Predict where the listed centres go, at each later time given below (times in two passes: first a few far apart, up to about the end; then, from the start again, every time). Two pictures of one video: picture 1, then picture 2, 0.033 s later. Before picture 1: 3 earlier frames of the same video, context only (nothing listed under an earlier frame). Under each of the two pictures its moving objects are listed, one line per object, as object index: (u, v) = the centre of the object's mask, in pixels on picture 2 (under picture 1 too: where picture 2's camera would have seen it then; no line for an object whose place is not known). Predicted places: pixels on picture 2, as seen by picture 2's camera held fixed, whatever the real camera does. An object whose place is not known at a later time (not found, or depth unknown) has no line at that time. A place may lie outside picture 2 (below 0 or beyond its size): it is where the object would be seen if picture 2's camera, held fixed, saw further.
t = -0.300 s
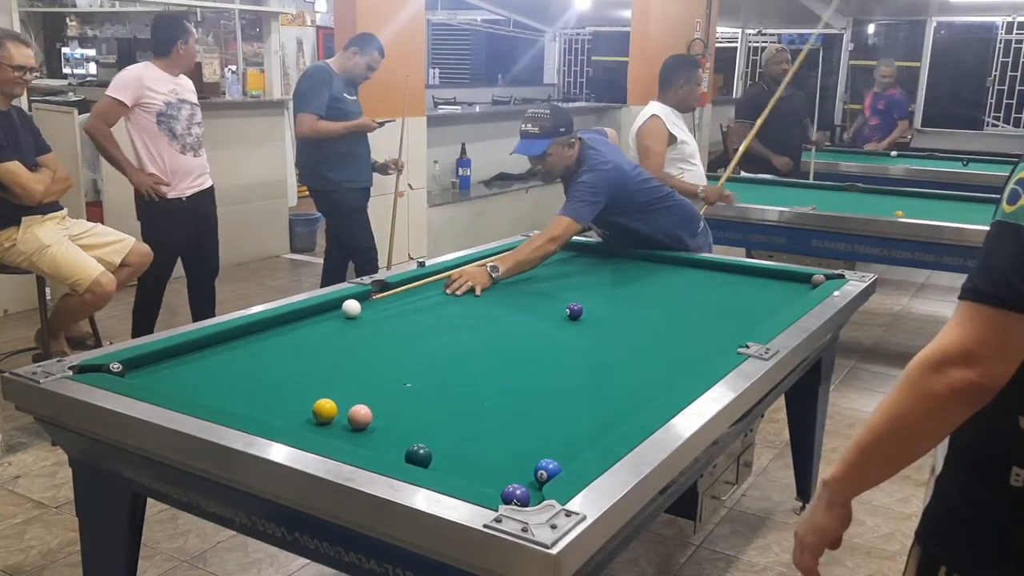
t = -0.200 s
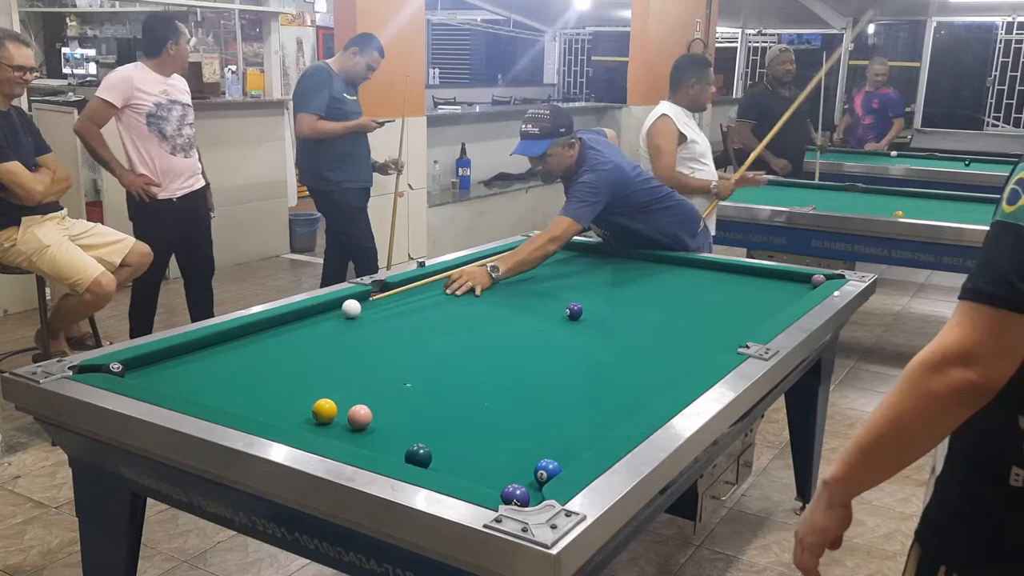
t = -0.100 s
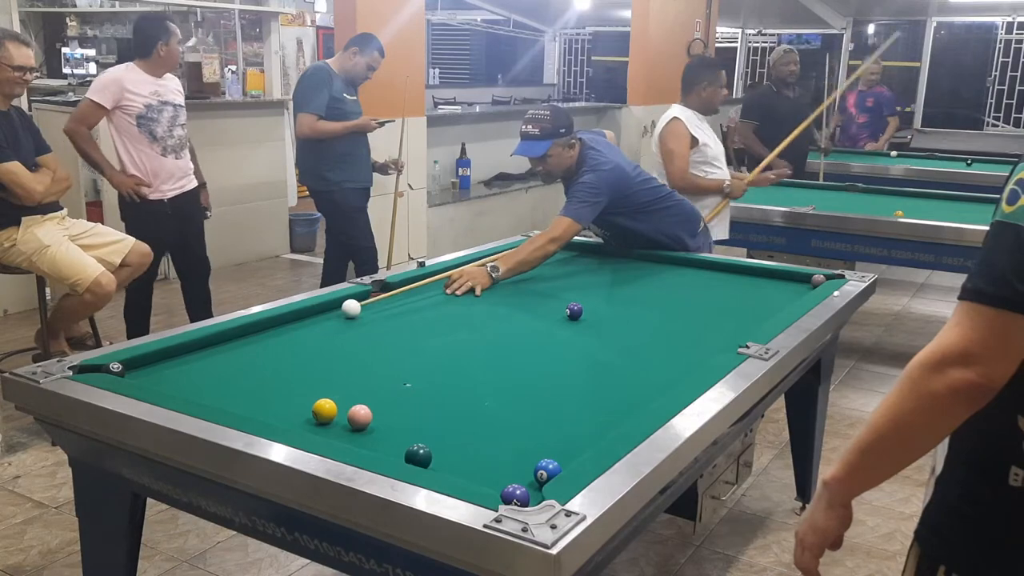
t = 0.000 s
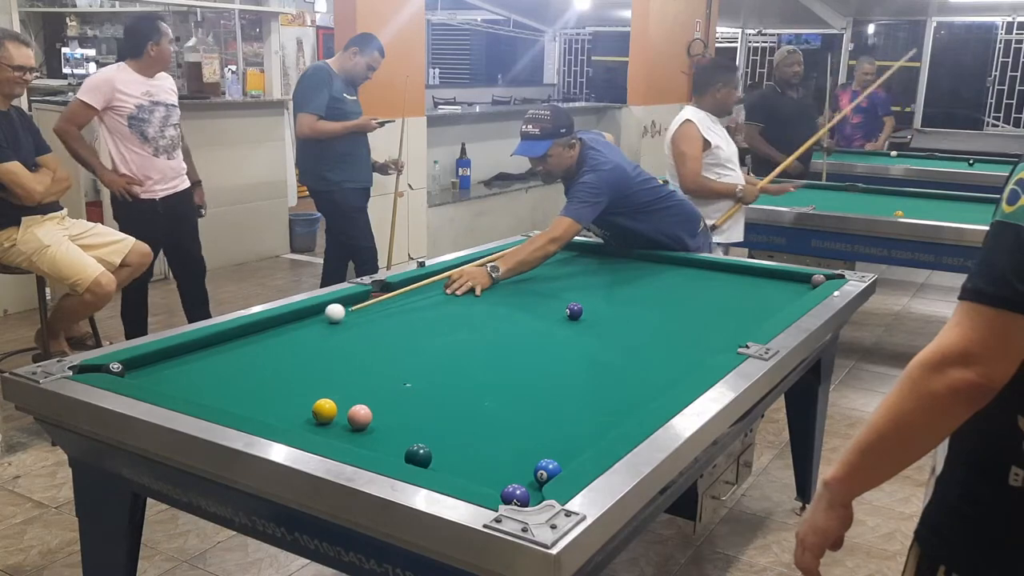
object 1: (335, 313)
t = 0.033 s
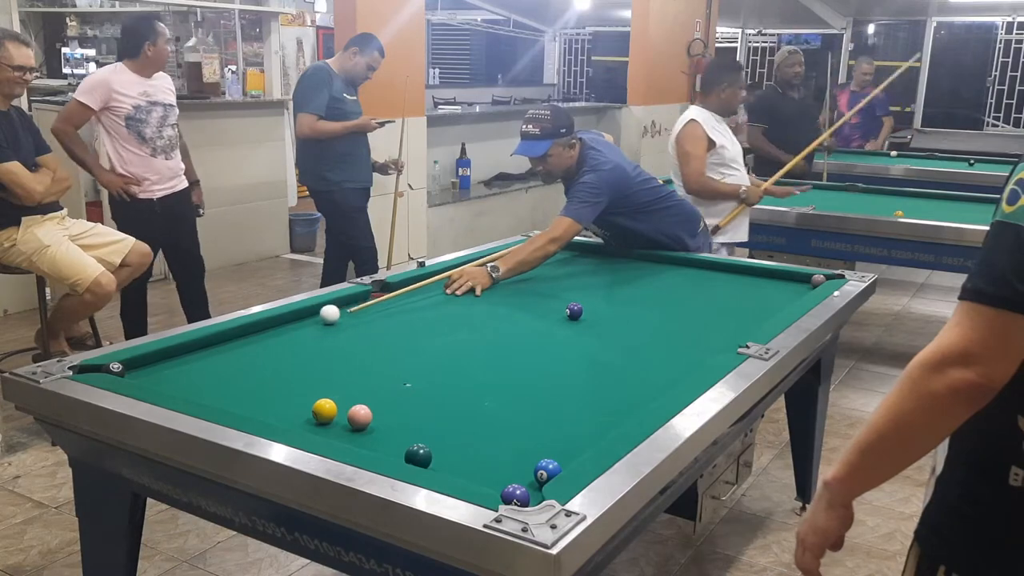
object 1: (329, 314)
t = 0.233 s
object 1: (298, 323)
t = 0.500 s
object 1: (255, 335)
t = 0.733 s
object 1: (215, 345)
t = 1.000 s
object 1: (168, 358)
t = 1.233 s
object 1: (134, 368)
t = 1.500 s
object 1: (126, 369)
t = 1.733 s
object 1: (121, 371)
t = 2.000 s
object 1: (118, 371)
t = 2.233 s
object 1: (119, 371)
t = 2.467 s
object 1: (119, 371)
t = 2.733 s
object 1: (119, 371)
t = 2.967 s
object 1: (119, 371)
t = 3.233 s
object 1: (119, 371)
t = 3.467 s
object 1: (119, 371)
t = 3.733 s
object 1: (119, 371)
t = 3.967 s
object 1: (119, 371)
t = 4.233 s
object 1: (118, 371)
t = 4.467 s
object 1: (119, 371)
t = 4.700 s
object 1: (119, 371)
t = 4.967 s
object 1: (118, 371)
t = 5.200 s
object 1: (118, 371)
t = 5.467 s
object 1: (118, 371)
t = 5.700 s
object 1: (119, 370)
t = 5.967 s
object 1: (119, 371)
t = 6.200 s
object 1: (119, 371)
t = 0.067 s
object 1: (324, 316)
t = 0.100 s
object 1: (319, 317)
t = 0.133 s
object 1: (314, 319)
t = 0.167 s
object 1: (309, 320)
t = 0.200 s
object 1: (303, 321)
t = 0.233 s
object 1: (298, 323)
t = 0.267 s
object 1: (293, 324)
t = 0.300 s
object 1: (287, 326)
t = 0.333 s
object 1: (282, 327)
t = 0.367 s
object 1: (277, 329)
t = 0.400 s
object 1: (271, 330)
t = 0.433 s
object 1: (266, 332)
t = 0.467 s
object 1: (260, 333)
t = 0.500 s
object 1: (255, 335)
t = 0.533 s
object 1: (249, 336)
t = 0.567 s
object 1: (243, 338)
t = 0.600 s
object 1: (238, 339)
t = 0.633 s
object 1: (232, 341)
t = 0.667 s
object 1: (226, 342)
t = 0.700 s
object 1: (221, 344)
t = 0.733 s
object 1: (215, 345)
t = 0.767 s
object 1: (209, 347)
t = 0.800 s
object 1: (203, 348)
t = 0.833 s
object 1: (197, 350)
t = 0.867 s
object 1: (191, 352)
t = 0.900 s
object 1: (185, 354)
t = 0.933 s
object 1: (180, 355)
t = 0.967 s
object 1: (174, 357)
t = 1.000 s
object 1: (168, 358)
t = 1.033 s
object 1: (162, 360)
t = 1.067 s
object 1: (156, 362)
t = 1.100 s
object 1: (150, 363)
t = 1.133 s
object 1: (144, 365)
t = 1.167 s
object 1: (138, 366)
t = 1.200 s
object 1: (136, 367)
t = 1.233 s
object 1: (134, 368)
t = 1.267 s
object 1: (133, 368)
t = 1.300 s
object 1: (132, 368)
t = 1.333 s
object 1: (131, 368)
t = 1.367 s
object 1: (130, 369)
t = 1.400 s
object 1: (129, 369)
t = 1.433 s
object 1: (128, 369)
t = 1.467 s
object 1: (127, 369)
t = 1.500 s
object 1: (126, 369)
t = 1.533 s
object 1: (125, 370)
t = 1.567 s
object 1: (125, 370)
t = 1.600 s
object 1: (124, 370)
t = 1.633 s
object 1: (123, 370)
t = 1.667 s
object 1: (122, 371)
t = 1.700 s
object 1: (122, 370)
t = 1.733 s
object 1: (121, 371)
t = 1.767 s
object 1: (120, 371)
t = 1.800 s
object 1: (120, 371)
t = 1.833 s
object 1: (119, 371)
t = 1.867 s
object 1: (119, 371)
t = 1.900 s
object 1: (118, 371)
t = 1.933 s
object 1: (118, 371)
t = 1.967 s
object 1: (118, 371)
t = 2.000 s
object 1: (118, 371)
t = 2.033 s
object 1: (118, 371)
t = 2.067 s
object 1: (118, 371)
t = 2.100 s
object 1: (119, 371)
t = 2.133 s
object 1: (119, 371)
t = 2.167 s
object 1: (119, 371)
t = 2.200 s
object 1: (119, 371)
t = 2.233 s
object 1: (119, 371)
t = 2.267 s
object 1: (119, 371)
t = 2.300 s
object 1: (119, 370)
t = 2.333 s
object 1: (119, 371)
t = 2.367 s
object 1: (119, 371)
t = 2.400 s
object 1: (119, 371)
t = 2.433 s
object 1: (119, 371)
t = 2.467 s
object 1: (119, 371)
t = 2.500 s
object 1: (119, 371)
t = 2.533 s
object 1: (119, 371)
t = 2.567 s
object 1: (119, 371)
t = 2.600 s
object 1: (119, 371)
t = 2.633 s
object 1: (119, 371)
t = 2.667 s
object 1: (119, 371)
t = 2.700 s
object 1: (119, 371)
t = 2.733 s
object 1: (119, 371)
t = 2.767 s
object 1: (119, 371)
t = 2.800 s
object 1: (119, 371)
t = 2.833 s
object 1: (119, 371)
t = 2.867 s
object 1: (119, 371)
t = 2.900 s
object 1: (119, 371)
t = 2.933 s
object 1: (119, 371)
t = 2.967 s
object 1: (119, 371)
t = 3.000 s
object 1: (119, 371)
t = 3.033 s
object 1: (119, 371)
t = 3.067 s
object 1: (119, 371)
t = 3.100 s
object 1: (119, 371)
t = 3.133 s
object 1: (119, 371)
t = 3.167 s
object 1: (119, 371)
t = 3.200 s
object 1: (119, 371)
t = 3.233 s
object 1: (119, 371)
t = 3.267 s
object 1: (119, 371)
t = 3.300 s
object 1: (119, 371)
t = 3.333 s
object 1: (119, 371)
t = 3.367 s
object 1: (119, 371)
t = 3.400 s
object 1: (119, 371)
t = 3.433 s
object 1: (119, 371)
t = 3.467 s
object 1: (119, 371)
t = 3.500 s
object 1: (119, 371)
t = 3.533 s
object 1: (119, 371)
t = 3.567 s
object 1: (119, 371)
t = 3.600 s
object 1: (119, 371)
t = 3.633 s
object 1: (119, 371)
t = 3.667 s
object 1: (119, 371)
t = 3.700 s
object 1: (119, 371)
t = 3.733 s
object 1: (119, 371)
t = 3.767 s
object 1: (119, 371)
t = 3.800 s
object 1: (119, 371)
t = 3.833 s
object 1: (119, 371)
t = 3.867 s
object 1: (119, 371)
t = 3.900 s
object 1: (119, 371)
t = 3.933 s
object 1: (119, 371)
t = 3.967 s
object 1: (119, 371)
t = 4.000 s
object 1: (119, 371)
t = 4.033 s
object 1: (119, 371)
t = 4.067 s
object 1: (119, 371)
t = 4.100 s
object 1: (119, 371)
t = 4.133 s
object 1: (120, 371)
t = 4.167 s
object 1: (120, 371)
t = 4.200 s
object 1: (119, 371)
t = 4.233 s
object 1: (118, 371)
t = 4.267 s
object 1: (116, 371)
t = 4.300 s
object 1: (116, 371)
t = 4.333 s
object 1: (116, 371)
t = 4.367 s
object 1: (117, 371)
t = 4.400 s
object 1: (118, 371)
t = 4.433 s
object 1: (119, 371)
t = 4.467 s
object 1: (119, 371)
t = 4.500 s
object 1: (119, 371)
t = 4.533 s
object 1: (119, 371)
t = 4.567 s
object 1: (119, 371)
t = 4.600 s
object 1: (119, 371)
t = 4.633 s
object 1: (119, 371)
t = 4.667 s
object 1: (119, 371)
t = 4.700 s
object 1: (119, 371)
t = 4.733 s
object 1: (119, 371)
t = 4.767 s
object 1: (119, 371)
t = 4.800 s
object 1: (119, 371)
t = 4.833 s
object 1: (119, 371)
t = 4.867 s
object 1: (119, 371)
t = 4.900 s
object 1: (118, 371)
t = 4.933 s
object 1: (119, 371)
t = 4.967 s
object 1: (118, 371)
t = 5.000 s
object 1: (119, 371)
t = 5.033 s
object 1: (119, 371)
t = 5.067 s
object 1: (119, 371)
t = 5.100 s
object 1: (119, 371)
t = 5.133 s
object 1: (118, 371)
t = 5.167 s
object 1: (118, 371)
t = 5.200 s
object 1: (118, 371)
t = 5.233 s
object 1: (119, 371)
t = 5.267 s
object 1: (119, 371)
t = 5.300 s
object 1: (119, 371)
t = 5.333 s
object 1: (118, 371)
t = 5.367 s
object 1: (119, 370)
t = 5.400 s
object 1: (118, 371)
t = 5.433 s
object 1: (118, 371)
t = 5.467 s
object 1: (118, 371)
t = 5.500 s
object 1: (119, 371)
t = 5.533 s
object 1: (119, 370)
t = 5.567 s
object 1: (119, 370)
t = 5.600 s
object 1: (119, 371)
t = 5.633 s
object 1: (119, 371)
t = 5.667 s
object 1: (119, 370)
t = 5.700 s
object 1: (119, 370)
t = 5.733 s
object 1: (119, 370)
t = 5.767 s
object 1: (119, 370)
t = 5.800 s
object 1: (119, 370)
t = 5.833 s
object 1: (119, 371)
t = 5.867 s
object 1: (119, 370)
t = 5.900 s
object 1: (119, 371)
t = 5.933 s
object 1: (119, 371)
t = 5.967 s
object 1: (119, 371)
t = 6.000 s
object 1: (119, 371)
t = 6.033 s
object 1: (119, 371)
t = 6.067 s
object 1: (119, 371)
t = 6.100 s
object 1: (119, 371)
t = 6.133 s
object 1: (119, 370)
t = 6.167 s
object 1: (119, 371)
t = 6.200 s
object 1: (119, 371)
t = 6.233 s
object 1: (119, 371)
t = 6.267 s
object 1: (120, 371)
